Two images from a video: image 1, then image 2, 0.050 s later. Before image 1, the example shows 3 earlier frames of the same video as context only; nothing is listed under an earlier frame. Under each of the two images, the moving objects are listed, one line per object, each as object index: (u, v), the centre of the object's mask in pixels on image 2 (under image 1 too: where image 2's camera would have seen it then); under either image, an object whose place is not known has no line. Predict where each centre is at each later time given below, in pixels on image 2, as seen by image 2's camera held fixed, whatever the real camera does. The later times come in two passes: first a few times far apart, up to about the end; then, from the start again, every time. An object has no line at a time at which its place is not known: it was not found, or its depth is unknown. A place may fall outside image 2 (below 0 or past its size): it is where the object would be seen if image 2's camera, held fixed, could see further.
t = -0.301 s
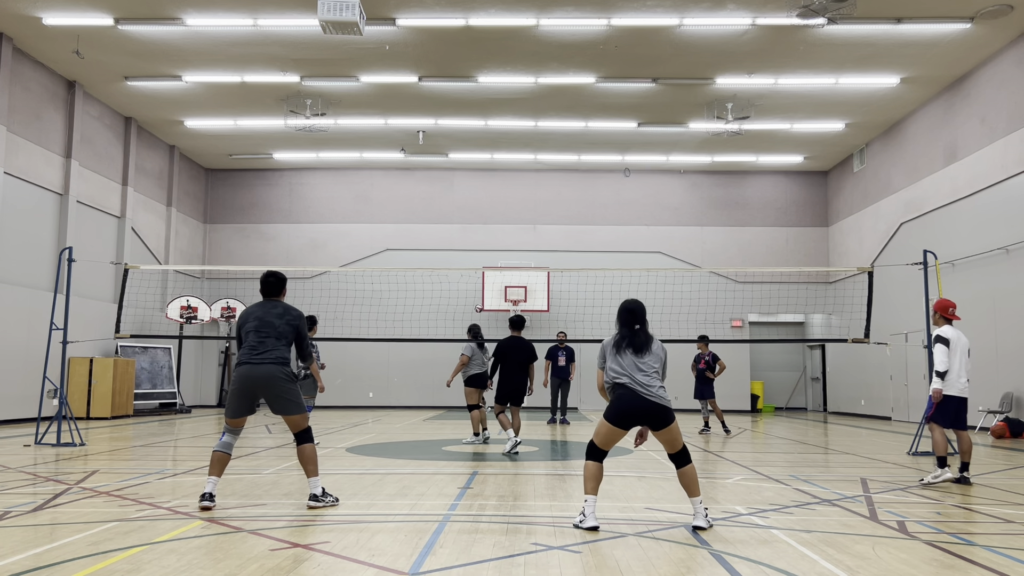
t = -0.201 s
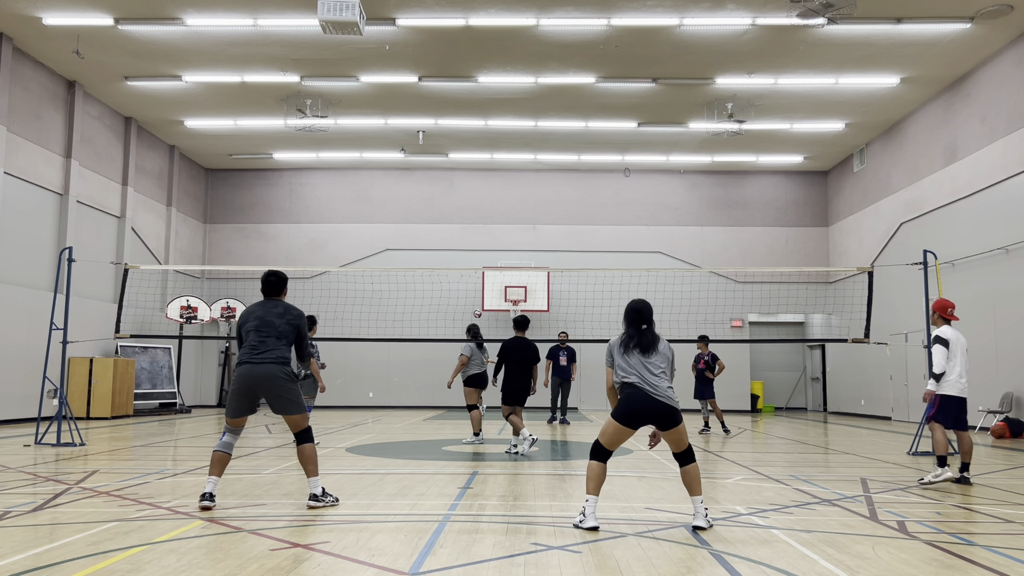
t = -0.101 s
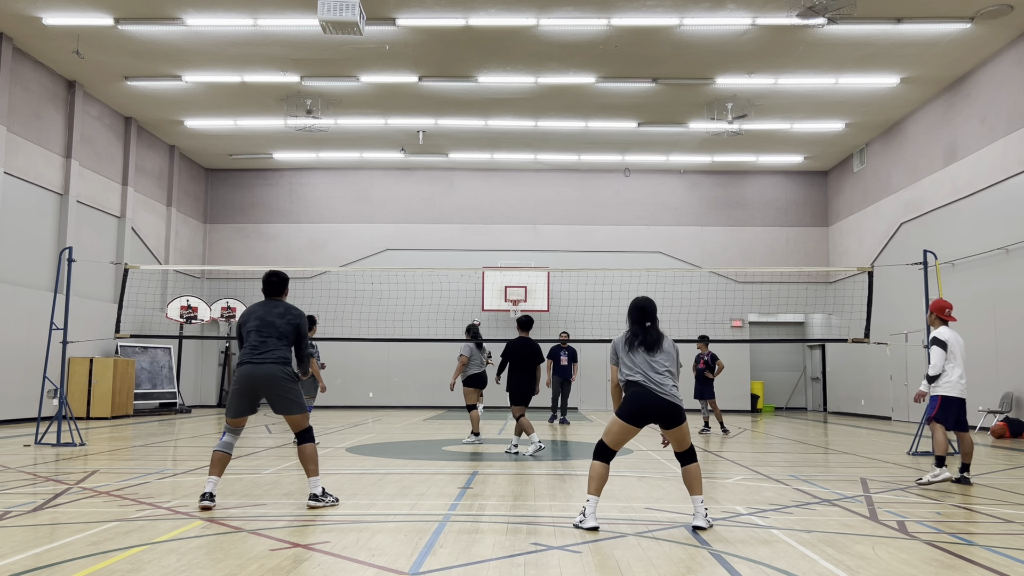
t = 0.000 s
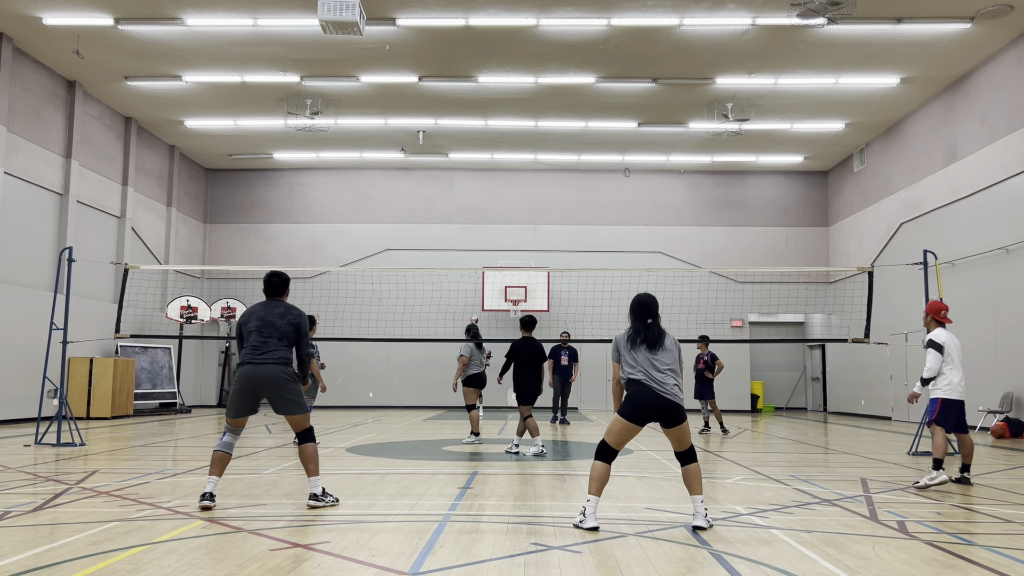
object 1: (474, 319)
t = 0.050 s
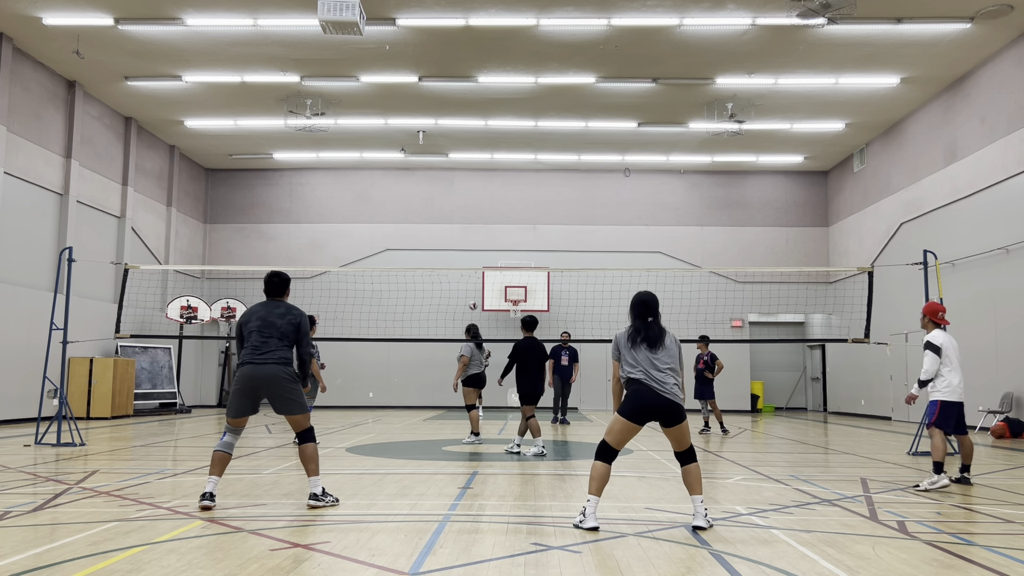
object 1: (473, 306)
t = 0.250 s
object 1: (467, 254)
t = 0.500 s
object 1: (455, 206)
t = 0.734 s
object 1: (440, 187)
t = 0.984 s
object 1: (415, 204)
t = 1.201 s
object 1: (386, 270)
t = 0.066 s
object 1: (472, 301)
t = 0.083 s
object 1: (472, 297)
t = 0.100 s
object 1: (471, 292)
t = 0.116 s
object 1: (471, 287)
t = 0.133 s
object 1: (470, 283)
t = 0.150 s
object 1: (470, 279)
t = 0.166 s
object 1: (469, 275)
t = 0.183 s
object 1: (469, 270)
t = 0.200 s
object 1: (468, 265)
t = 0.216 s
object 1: (468, 262)
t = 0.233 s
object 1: (468, 258)
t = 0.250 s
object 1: (467, 254)
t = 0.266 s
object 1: (467, 250)
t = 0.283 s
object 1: (466, 246)
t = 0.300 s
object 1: (465, 242)
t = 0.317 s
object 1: (465, 239)
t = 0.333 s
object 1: (464, 235)
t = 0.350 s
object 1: (463, 232)
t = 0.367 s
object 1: (462, 228)
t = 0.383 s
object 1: (461, 225)
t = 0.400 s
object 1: (461, 222)
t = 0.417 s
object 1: (460, 219)
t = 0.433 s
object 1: (459, 216)
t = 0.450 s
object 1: (458, 214)
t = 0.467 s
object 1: (457, 211)
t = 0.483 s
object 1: (456, 208)
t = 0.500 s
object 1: (455, 206)
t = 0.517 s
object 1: (454, 204)
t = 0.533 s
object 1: (453, 202)
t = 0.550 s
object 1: (452, 200)
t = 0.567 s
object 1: (451, 198)
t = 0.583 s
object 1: (450, 196)
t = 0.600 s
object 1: (449, 195)
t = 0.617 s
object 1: (448, 194)
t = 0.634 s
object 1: (447, 192)
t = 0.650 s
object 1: (446, 191)
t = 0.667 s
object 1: (444, 190)
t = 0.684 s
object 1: (443, 189)
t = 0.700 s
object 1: (442, 188)
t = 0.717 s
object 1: (441, 188)
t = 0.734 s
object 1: (440, 187)
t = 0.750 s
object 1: (438, 187)
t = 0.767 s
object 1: (437, 187)
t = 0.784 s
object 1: (436, 187)
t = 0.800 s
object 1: (434, 187)
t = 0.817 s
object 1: (433, 188)
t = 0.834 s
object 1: (431, 188)
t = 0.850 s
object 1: (429, 189)
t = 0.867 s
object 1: (428, 190)
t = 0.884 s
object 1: (426, 191)
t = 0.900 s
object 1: (424, 193)
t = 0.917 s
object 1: (422, 195)
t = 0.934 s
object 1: (420, 197)
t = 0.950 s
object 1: (418, 199)
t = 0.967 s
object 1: (417, 201)
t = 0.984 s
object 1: (415, 204)
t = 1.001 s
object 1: (413, 207)
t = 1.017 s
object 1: (411, 211)
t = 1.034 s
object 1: (409, 214)
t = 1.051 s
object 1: (407, 218)
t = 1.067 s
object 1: (404, 223)
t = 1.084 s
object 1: (402, 227)
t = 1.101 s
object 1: (400, 233)
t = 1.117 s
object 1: (398, 238)
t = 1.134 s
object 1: (396, 243)
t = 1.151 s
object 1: (393, 249)
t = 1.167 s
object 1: (391, 256)
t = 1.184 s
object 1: (389, 262)
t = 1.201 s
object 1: (386, 270)
